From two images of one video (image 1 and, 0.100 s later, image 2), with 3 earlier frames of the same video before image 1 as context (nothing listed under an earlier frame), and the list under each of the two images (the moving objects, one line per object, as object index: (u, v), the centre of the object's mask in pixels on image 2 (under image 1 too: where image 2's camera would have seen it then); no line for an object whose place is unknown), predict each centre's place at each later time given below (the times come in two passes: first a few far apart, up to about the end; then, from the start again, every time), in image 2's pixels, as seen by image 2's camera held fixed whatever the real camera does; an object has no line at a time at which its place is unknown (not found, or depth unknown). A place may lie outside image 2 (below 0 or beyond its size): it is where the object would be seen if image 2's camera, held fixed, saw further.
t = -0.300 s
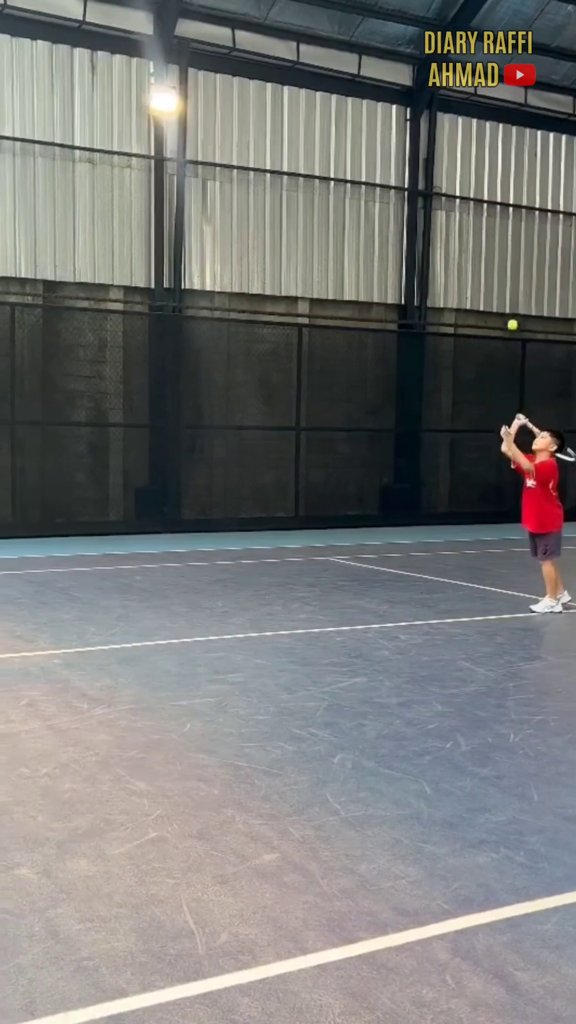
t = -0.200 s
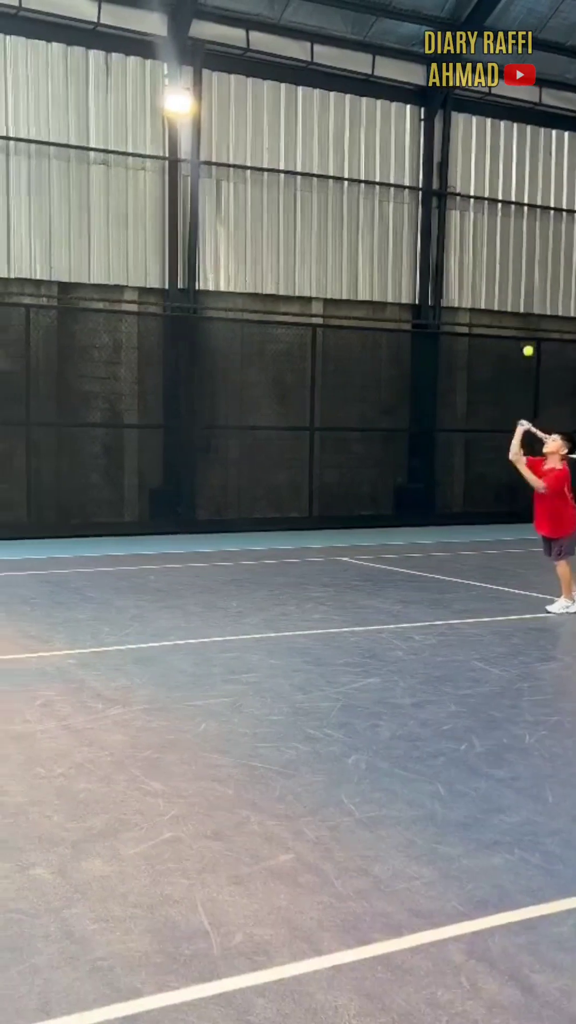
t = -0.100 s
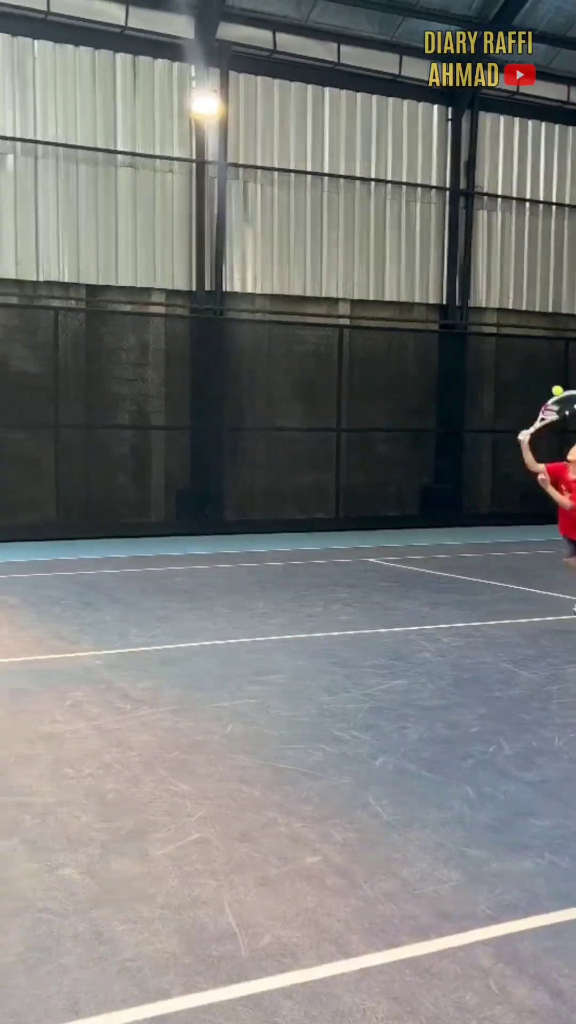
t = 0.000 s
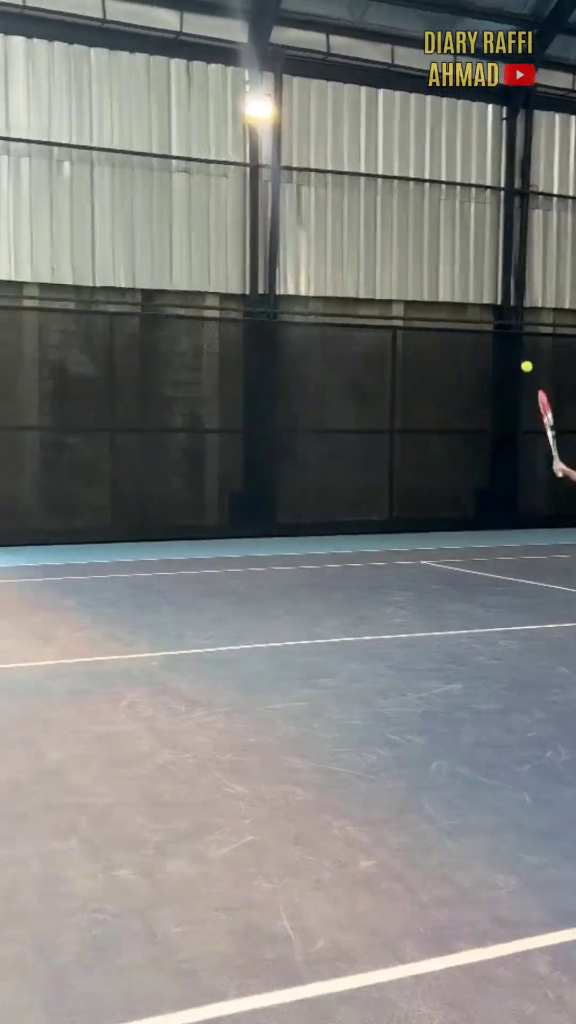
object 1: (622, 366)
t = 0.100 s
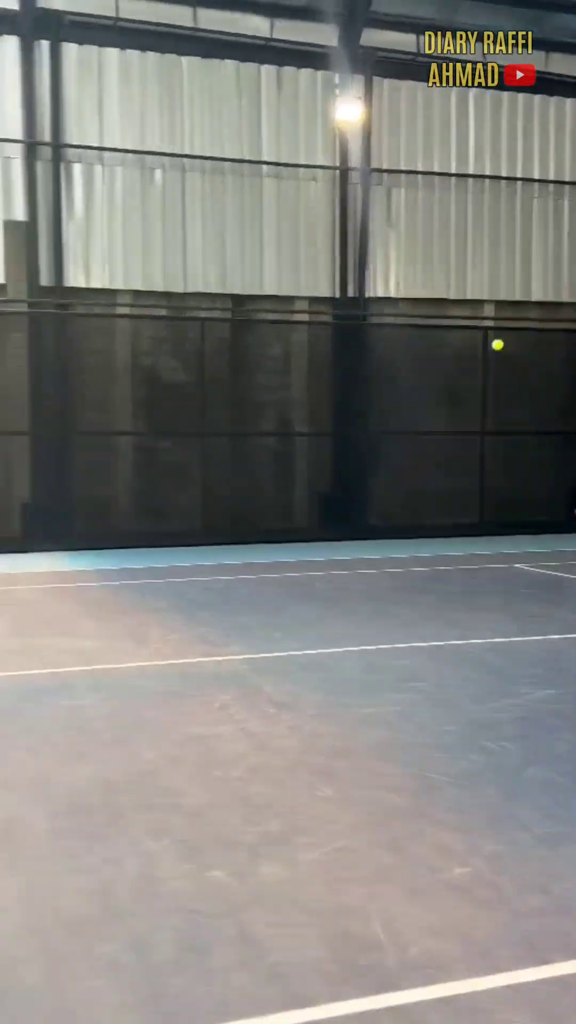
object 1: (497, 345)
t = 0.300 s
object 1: (236, 347)
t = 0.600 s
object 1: (-187, 479)
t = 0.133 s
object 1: (455, 340)
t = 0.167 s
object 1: (412, 339)
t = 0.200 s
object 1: (369, 338)
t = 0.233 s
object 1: (325, 339)
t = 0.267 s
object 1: (281, 343)
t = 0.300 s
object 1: (236, 347)
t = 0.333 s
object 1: (191, 354)
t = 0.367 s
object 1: (145, 363)
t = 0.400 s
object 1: (100, 374)
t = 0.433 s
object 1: (53, 386)
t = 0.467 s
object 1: (6, 401)
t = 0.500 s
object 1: (-41, 417)
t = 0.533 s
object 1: (-89, 435)
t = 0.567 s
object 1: (-138, 456)
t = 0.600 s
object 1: (-187, 479)
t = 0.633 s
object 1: (-236, 504)
